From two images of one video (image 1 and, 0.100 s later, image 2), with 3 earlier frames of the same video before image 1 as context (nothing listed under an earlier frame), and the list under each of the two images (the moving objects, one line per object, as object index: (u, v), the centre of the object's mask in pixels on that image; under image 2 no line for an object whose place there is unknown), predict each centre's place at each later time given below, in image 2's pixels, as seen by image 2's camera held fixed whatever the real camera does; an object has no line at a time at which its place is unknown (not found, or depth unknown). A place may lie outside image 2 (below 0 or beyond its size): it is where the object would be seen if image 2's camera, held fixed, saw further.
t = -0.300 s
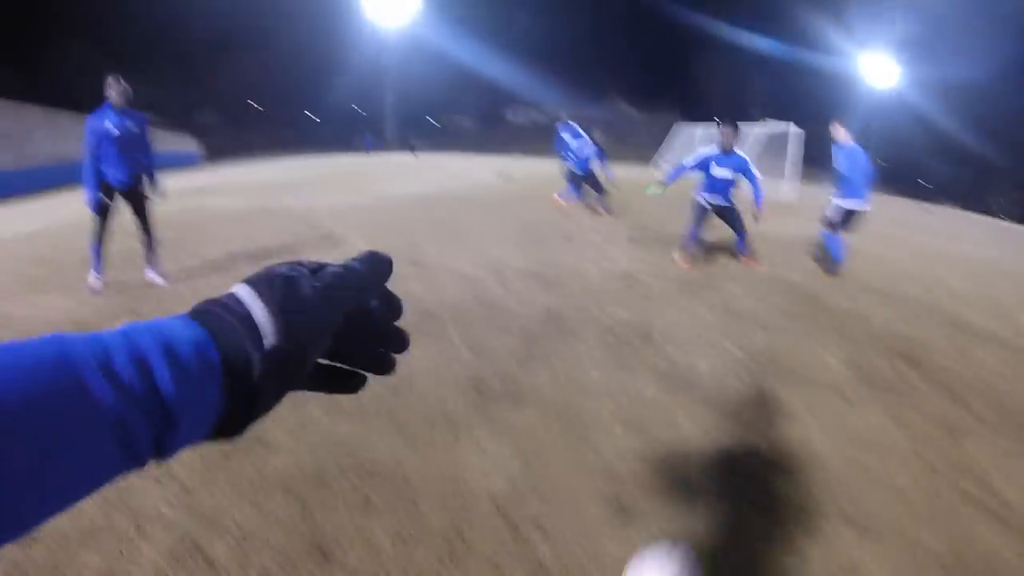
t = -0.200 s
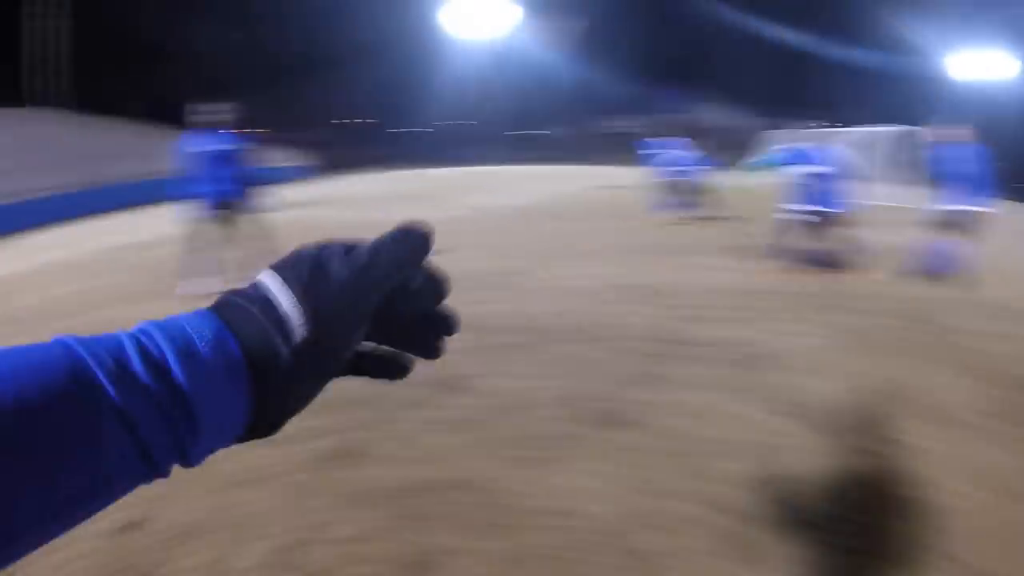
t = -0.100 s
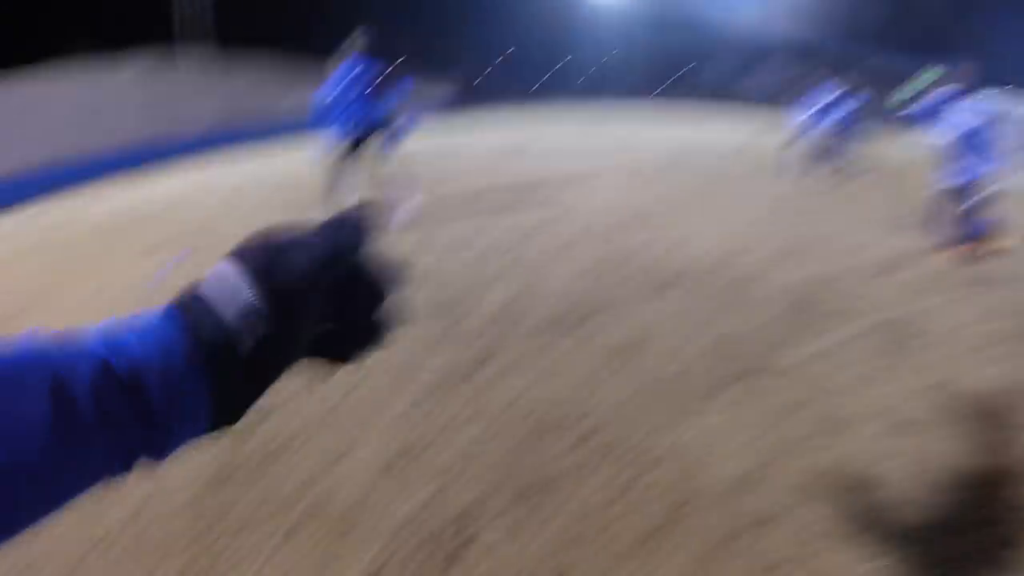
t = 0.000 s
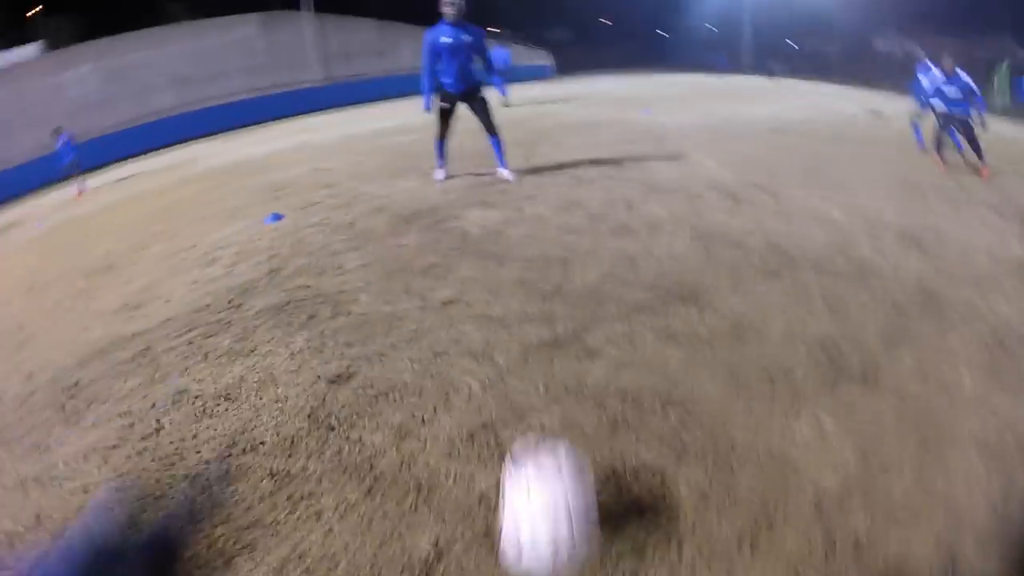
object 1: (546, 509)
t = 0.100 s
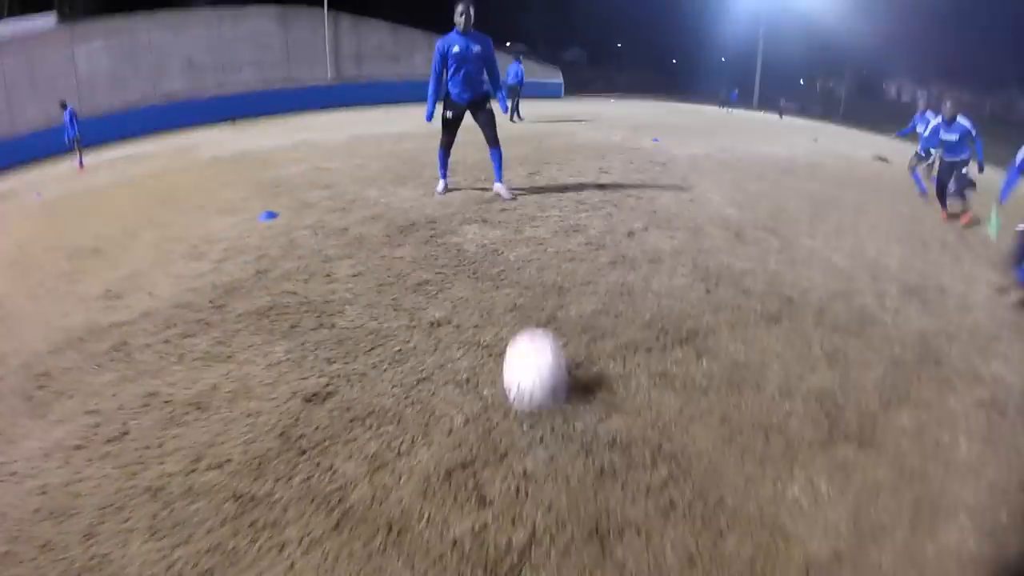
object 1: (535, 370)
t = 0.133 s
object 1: (532, 332)
